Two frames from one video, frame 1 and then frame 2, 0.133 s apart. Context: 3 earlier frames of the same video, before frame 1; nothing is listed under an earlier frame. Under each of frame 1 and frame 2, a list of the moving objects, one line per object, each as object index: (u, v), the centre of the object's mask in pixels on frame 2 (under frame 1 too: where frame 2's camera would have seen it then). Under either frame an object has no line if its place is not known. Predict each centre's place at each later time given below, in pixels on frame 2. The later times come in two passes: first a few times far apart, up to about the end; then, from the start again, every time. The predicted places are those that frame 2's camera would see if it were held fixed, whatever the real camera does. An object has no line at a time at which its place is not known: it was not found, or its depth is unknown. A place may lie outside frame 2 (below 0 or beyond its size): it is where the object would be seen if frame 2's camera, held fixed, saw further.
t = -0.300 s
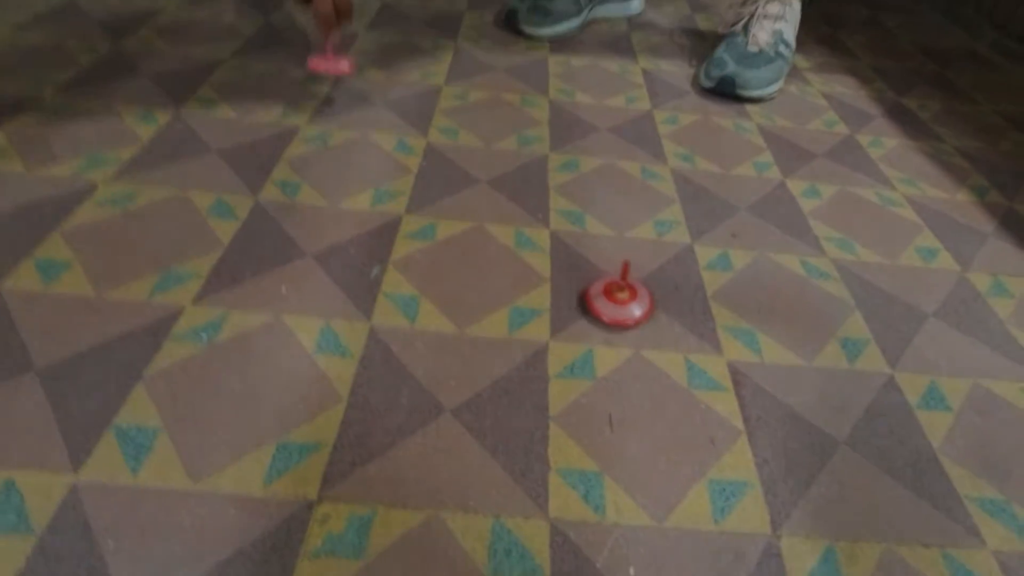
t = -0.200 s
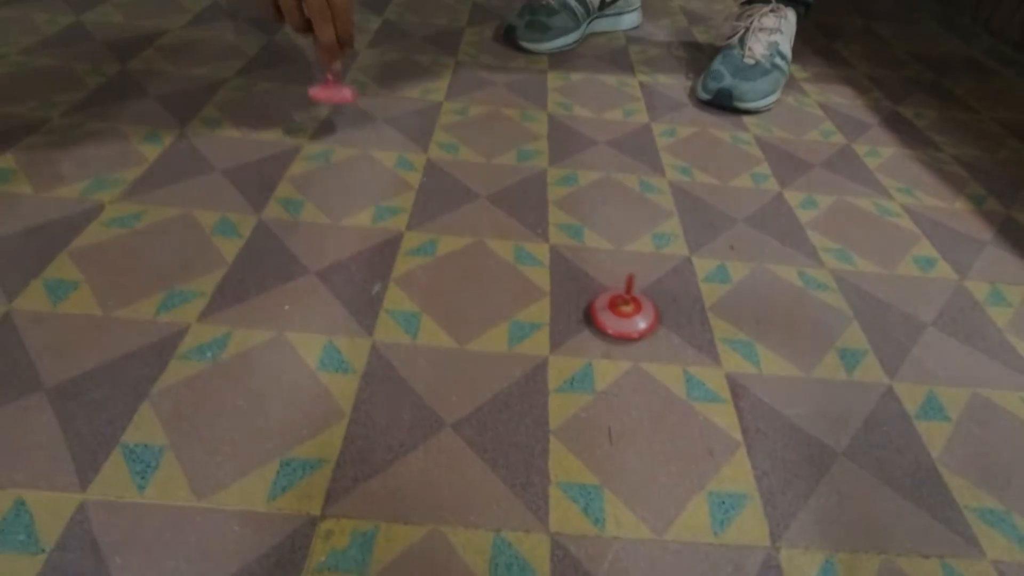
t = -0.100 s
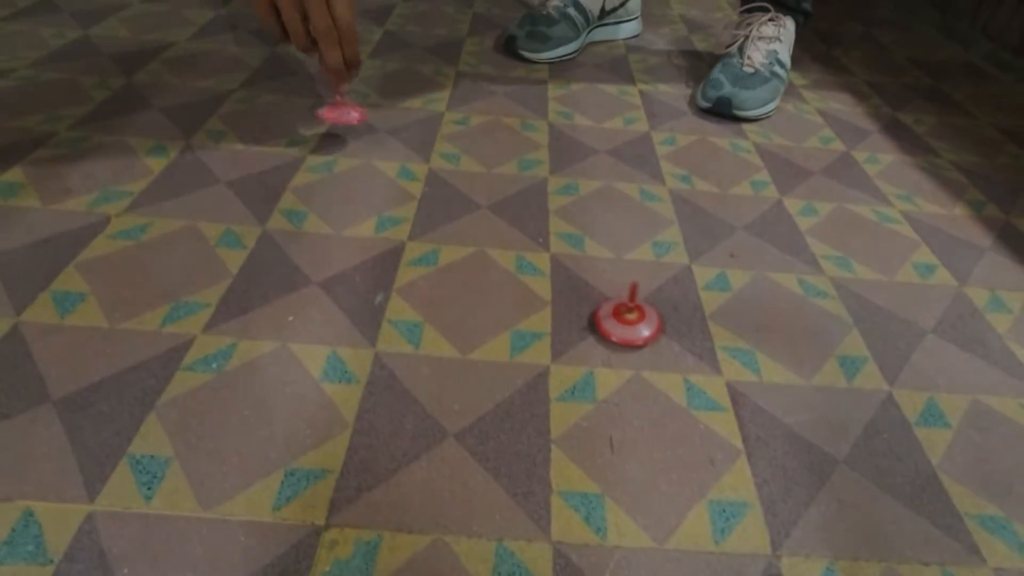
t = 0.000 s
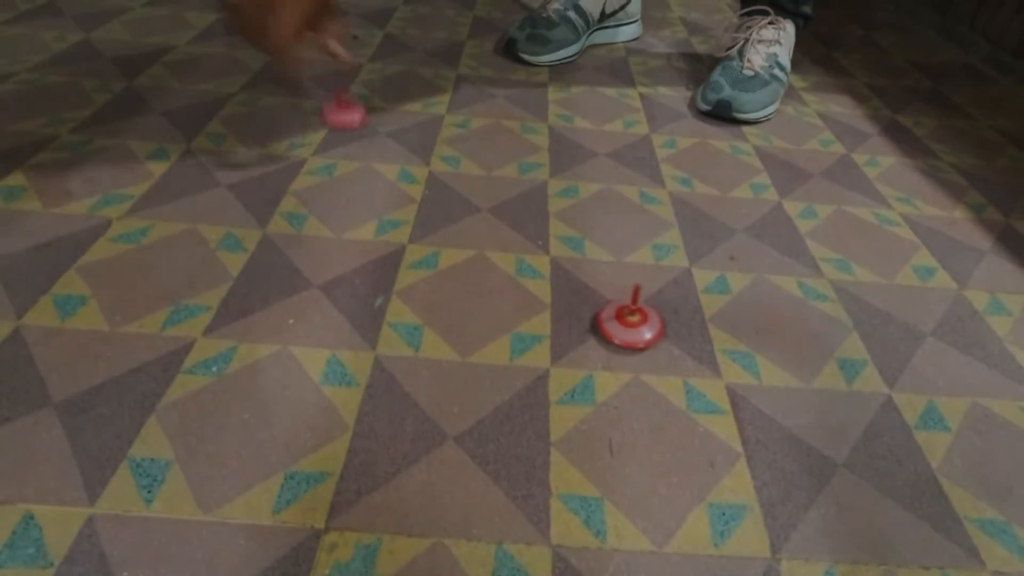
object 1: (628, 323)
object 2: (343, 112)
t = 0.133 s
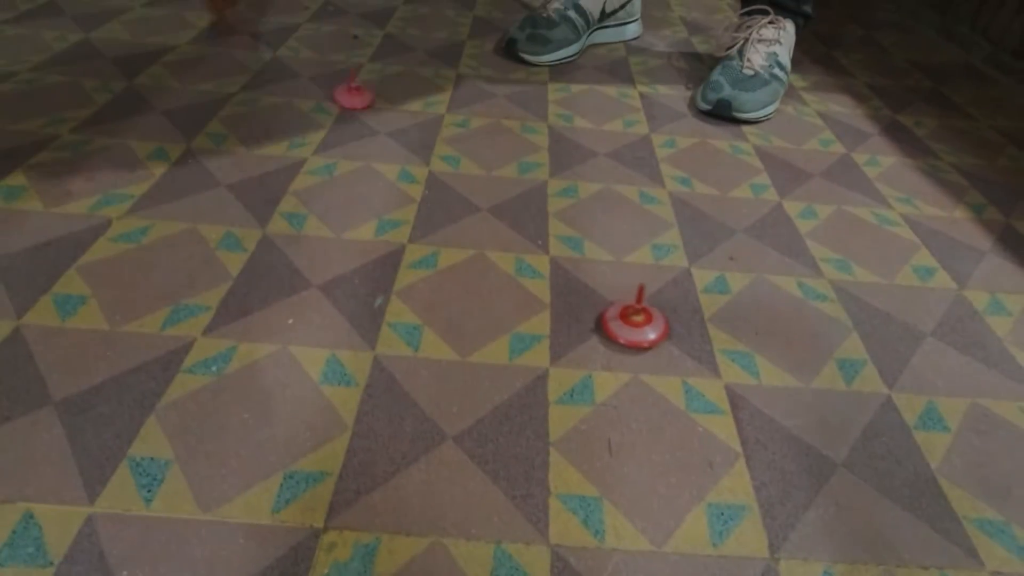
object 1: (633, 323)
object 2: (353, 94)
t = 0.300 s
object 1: (637, 324)
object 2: (360, 92)
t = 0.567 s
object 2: (375, 89)
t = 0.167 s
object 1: (635, 324)
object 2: (354, 93)
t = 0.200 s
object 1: (635, 324)
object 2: (355, 93)
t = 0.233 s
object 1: (636, 324)
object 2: (355, 92)
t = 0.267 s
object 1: (637, 324)
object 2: (358, 92)
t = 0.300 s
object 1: (637, 324)
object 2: (360, 92)
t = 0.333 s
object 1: (639, 323)
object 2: (362, 91)
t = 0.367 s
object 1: (641, 323)
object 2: (364, 91)
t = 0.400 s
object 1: (643, 324)
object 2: (366, 90)
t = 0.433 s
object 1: (644, 324)
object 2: (368, 90)
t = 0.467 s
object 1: (646, 324)
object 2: (370, 90)
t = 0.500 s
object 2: (372, 90)
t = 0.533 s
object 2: (374, 90)
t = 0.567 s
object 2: (375, 89)
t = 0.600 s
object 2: (377, 89)
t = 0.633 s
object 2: (379, 89)
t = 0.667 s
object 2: (382, 90)
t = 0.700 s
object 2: (383, 91)
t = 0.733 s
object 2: (387, 92)
